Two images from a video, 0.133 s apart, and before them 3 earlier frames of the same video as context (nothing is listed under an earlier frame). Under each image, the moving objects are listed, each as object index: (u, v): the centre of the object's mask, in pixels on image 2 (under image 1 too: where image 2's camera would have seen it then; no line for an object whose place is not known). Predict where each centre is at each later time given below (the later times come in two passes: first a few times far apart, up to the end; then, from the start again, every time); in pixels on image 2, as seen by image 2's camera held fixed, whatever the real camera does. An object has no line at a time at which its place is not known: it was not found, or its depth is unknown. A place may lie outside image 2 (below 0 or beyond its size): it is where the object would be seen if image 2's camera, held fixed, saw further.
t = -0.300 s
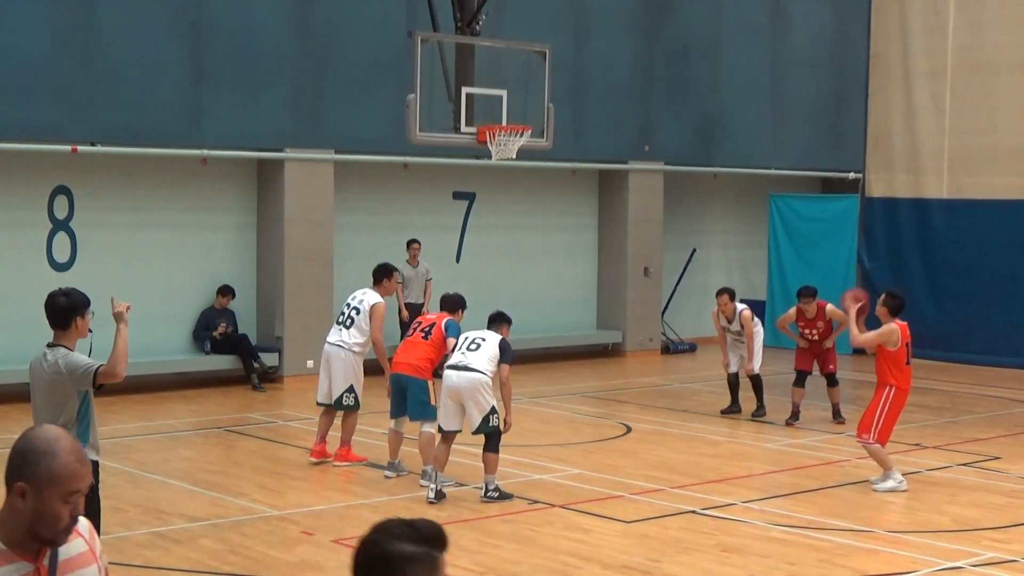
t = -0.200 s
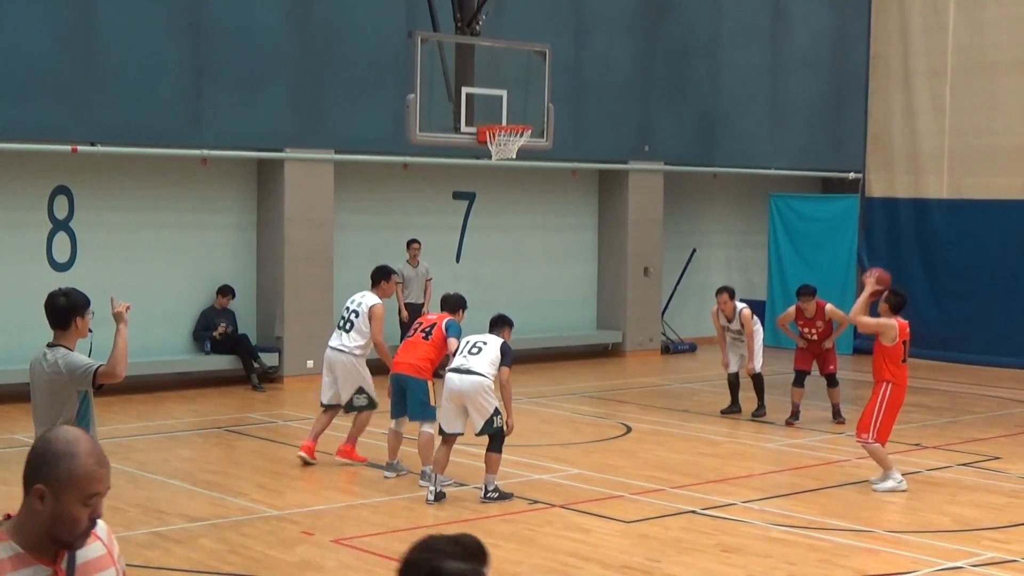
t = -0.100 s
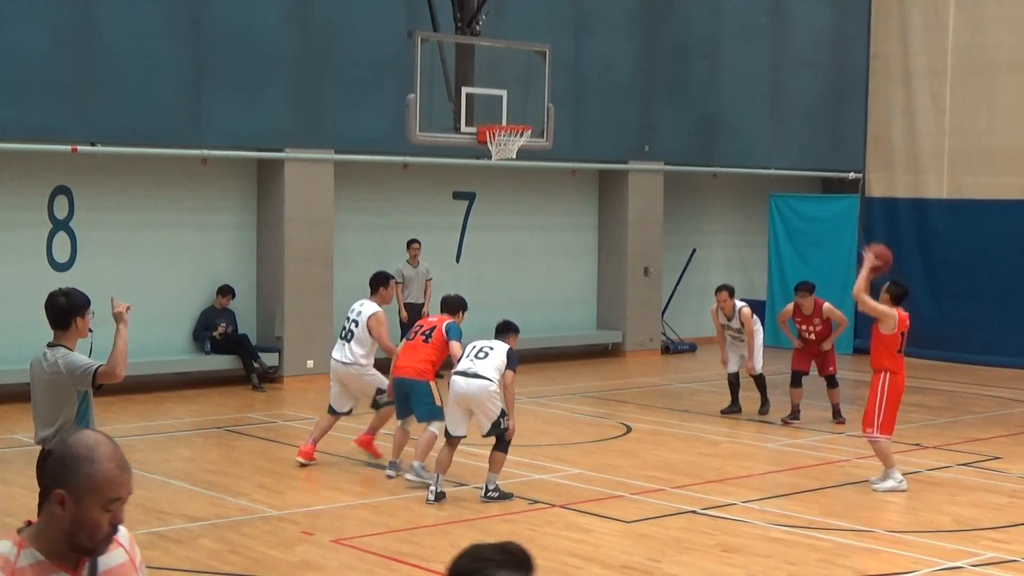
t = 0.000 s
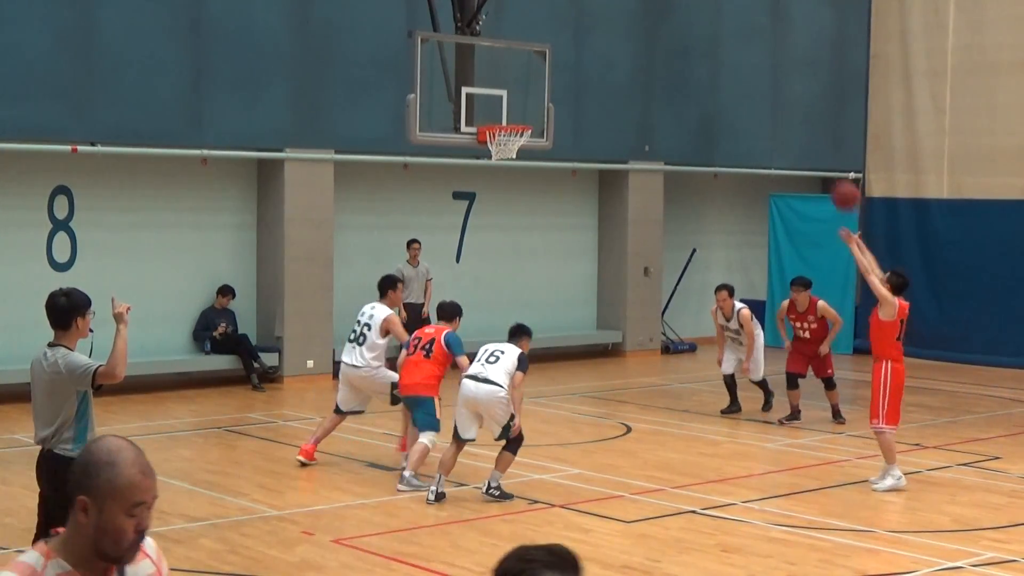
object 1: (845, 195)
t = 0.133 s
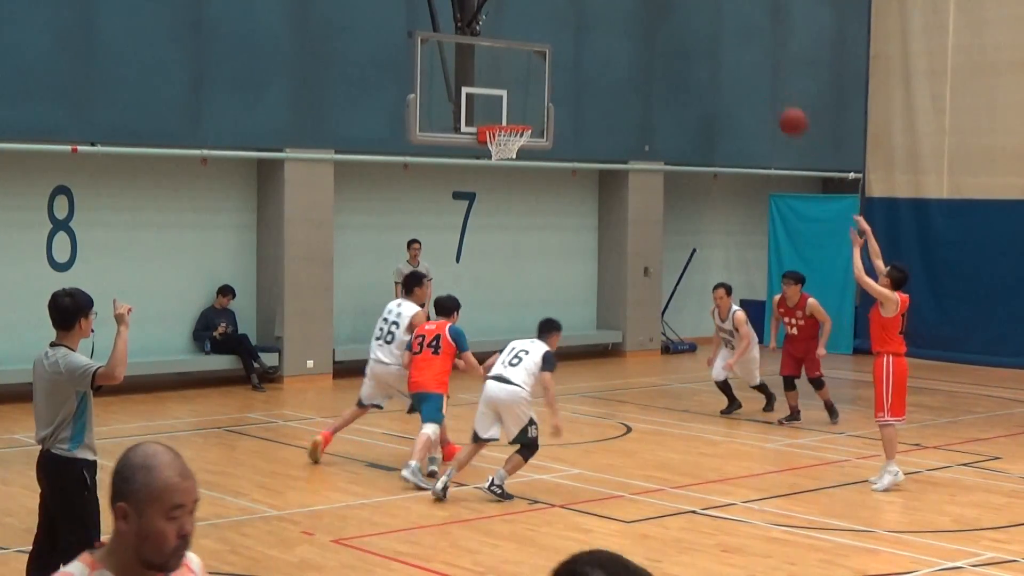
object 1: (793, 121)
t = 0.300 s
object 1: (730, 61)
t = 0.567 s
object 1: (638, 33)
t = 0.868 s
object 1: (548, 88)
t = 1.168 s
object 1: (486, 153)
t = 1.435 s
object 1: (476, 199)
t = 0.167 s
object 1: (780, 106)
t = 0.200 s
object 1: (767, 93)
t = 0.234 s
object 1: (754, 81)
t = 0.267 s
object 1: (742, 71)
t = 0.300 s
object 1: (730, 61)
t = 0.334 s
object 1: (718, 53)
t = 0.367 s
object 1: (707, 47)
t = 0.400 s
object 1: (695, 42)
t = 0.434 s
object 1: (683, 38)
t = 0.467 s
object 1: (672, 35)
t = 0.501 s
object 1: (661, 33)
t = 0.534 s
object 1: (650, 32)
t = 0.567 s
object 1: (638, 33)
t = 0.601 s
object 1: (628, 35)
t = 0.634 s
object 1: (618, 38)
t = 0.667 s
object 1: (607, 41)
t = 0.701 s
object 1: (597, 47)
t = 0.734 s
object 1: (586, 53)
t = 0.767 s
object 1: (576, 60)
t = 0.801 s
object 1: (567, 68)
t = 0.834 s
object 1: (558, 77)
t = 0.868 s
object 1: (548, 88)
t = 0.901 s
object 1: (539, 98)
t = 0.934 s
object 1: (529, 111)
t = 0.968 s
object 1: (520, 118)
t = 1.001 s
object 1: (511, 128)
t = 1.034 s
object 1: (504, 138)
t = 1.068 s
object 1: (502, 142)
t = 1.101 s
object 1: (493, 153)
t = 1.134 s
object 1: (488, 153)
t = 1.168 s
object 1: (486, 153)
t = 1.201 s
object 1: (484, 153)
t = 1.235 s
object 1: (483, 156)
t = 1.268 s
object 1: (482, 159)
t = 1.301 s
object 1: (481, 165)
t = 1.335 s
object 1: (480, 172)
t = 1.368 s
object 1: (478, 180)
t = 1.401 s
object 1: (478, 189)
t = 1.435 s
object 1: (476, 199)
